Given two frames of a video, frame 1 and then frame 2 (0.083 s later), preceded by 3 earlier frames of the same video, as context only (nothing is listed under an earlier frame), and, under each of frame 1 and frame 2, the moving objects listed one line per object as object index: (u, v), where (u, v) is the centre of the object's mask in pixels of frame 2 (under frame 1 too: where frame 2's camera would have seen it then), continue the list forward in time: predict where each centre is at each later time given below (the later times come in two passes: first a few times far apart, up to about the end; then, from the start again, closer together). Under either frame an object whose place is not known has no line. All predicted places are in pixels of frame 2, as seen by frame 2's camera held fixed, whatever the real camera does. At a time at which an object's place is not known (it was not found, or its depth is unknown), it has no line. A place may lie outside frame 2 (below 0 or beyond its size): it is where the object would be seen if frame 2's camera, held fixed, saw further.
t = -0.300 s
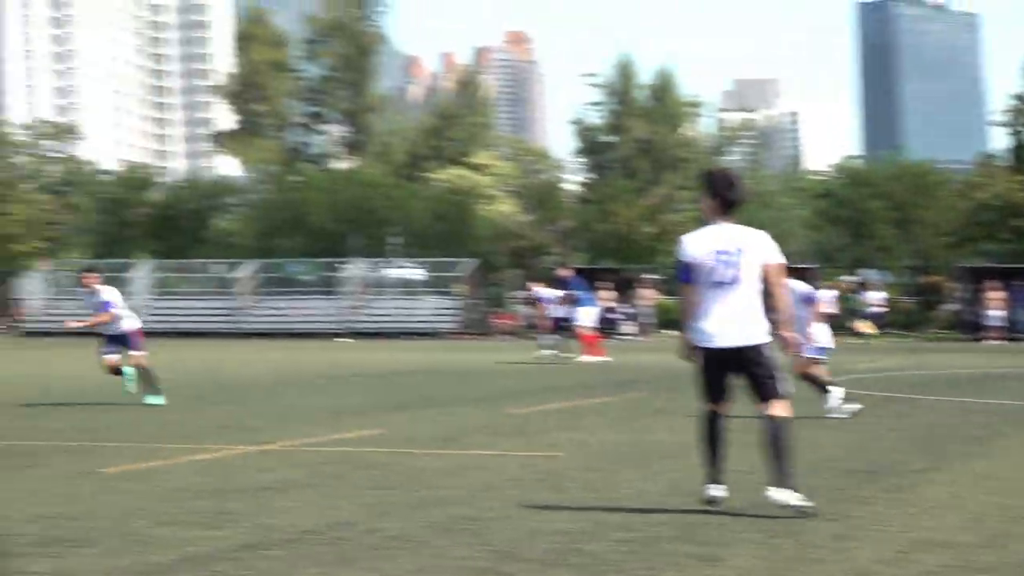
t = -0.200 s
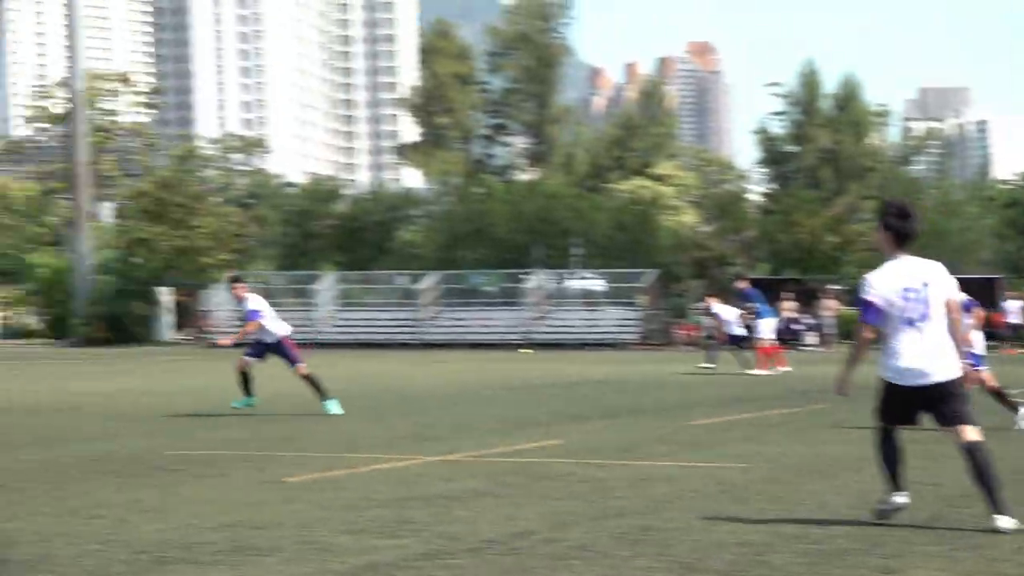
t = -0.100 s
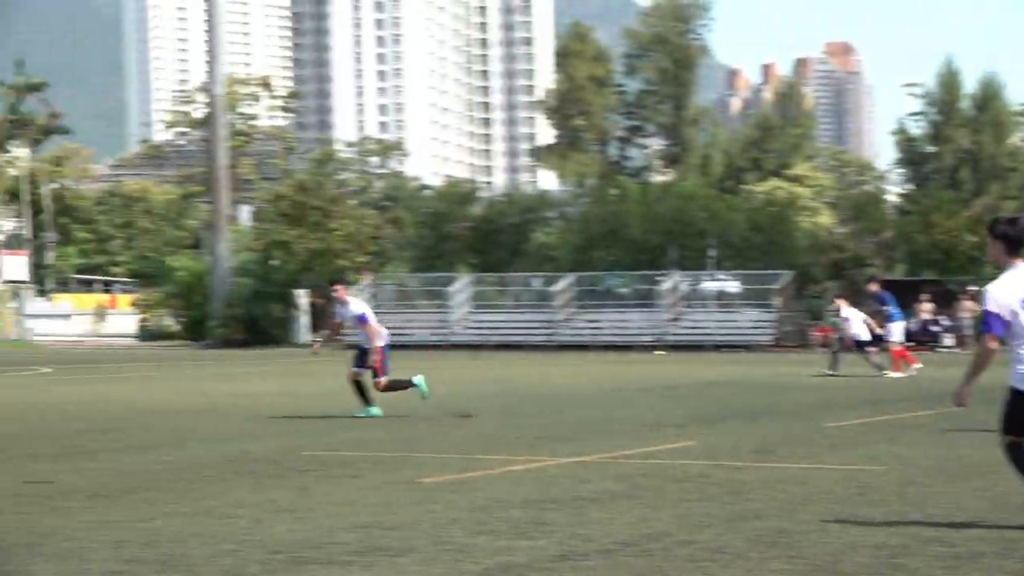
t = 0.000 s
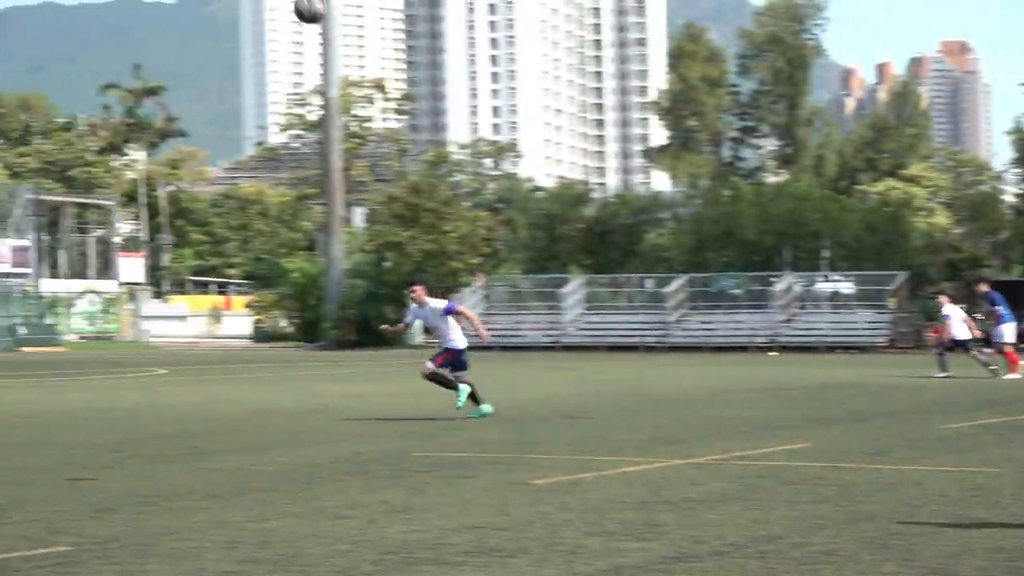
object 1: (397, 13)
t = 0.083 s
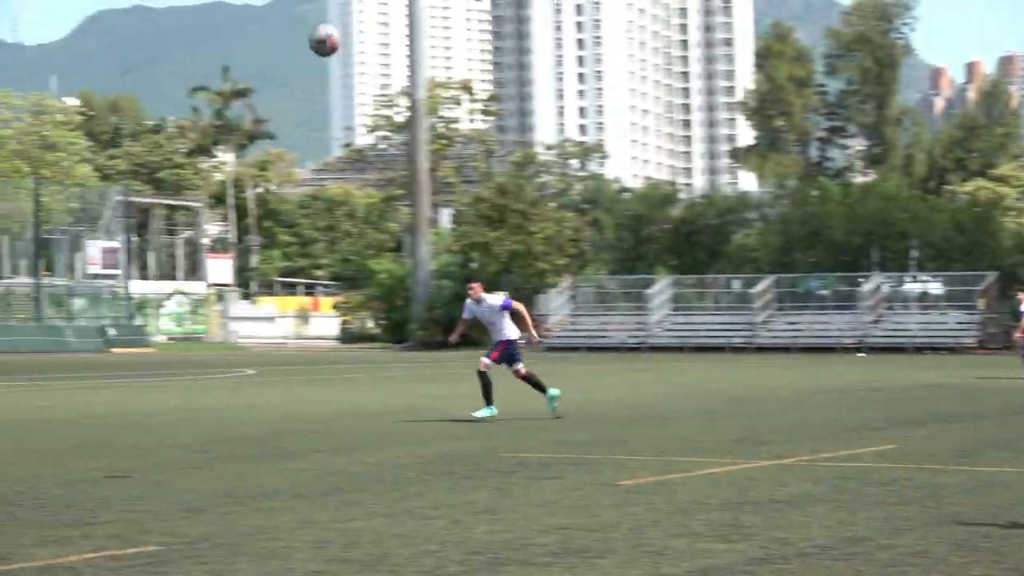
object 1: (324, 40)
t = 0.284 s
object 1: (169, 138)
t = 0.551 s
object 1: (-13, 319)
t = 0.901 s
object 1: (-128, 367)
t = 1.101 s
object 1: (-136, 306)
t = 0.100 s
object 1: (311, 47)
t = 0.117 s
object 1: (297, 54)
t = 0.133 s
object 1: (284, 62)
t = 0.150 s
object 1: (270, 69)
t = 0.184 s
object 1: (244, 85)
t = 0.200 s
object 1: (231, 93)
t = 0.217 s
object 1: (217, 101)
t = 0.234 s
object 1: (205, 109)
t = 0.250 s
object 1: (192, 118)
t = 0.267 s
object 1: (181, 128)
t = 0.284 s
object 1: (169, 138)
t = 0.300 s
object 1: (157, 148)
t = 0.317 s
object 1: (146, 158)
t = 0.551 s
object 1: (-13, 319)
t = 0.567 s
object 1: (-23, 333)
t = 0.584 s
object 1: (-34, 346)
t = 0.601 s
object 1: (-45, 360)
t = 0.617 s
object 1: (-55, 373)
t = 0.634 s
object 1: (-65, 386)
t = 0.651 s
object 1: (-75, 401)
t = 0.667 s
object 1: (-85, 415)
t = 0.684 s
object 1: (-95, 429)
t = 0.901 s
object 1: (-128, 367)
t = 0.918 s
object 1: (-129, 361)
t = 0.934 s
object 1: (-129, 354)
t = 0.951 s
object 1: (-130, 347)
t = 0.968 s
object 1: (-130, 343)
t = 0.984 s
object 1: (-131, 336)
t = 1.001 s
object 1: (-131, 331)
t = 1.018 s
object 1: (-132, 327)
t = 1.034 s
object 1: (-133, 322)
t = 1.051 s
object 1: (-134, 317)
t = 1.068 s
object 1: (-135, 314)
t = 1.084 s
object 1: (-136, 310)
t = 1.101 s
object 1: (-136, 306)
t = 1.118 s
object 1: (-137, 304)
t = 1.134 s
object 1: (-137, 302)
